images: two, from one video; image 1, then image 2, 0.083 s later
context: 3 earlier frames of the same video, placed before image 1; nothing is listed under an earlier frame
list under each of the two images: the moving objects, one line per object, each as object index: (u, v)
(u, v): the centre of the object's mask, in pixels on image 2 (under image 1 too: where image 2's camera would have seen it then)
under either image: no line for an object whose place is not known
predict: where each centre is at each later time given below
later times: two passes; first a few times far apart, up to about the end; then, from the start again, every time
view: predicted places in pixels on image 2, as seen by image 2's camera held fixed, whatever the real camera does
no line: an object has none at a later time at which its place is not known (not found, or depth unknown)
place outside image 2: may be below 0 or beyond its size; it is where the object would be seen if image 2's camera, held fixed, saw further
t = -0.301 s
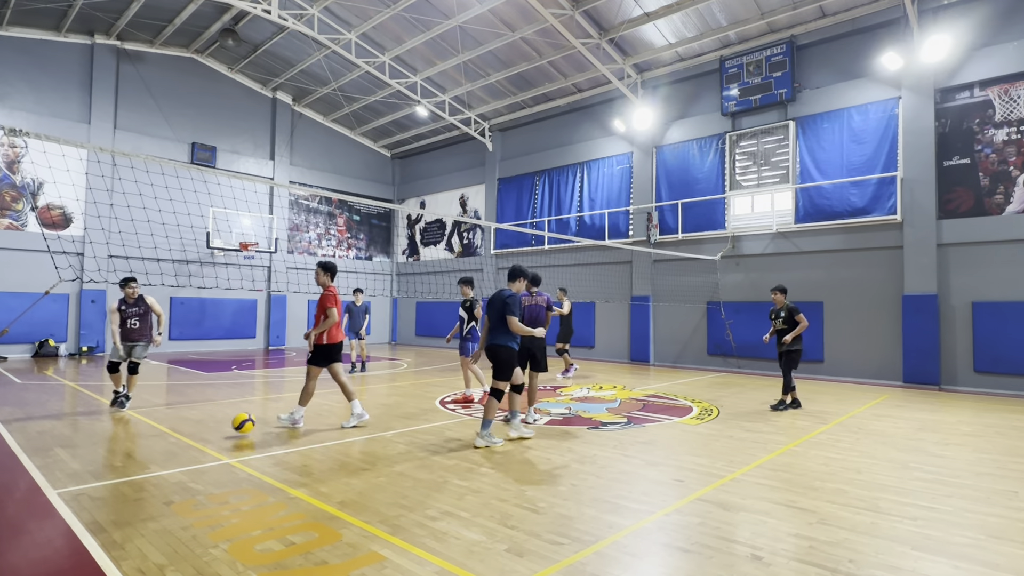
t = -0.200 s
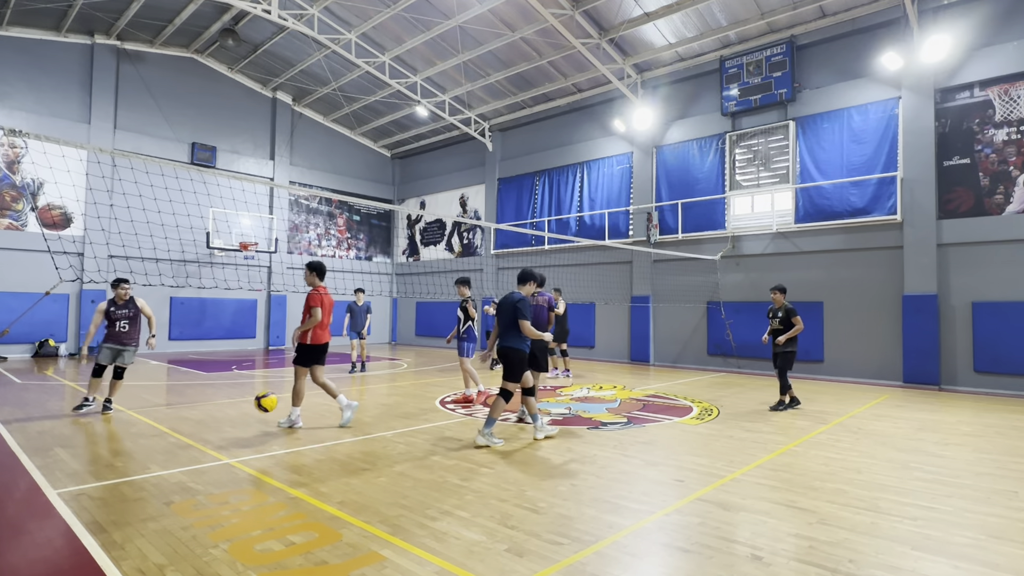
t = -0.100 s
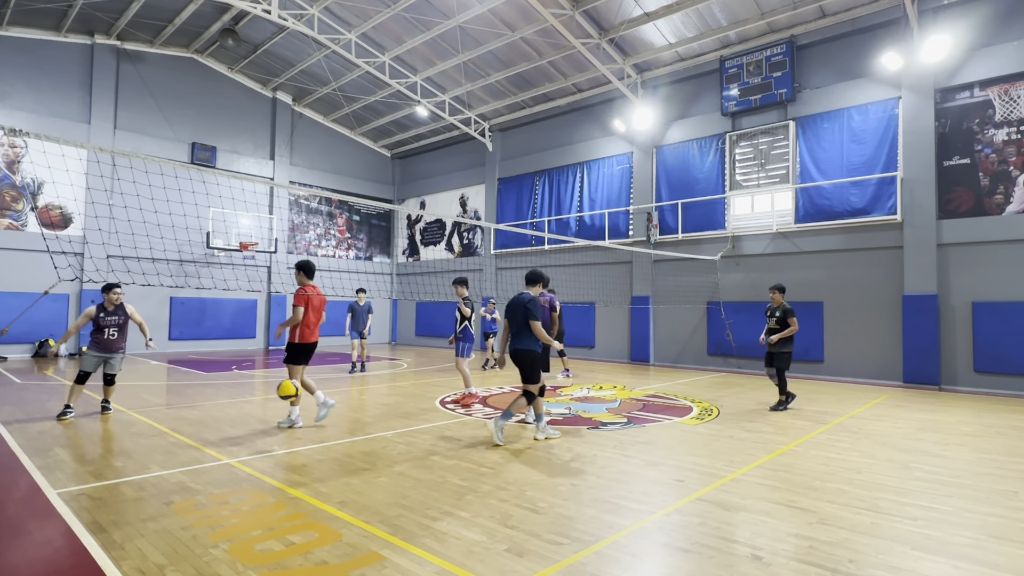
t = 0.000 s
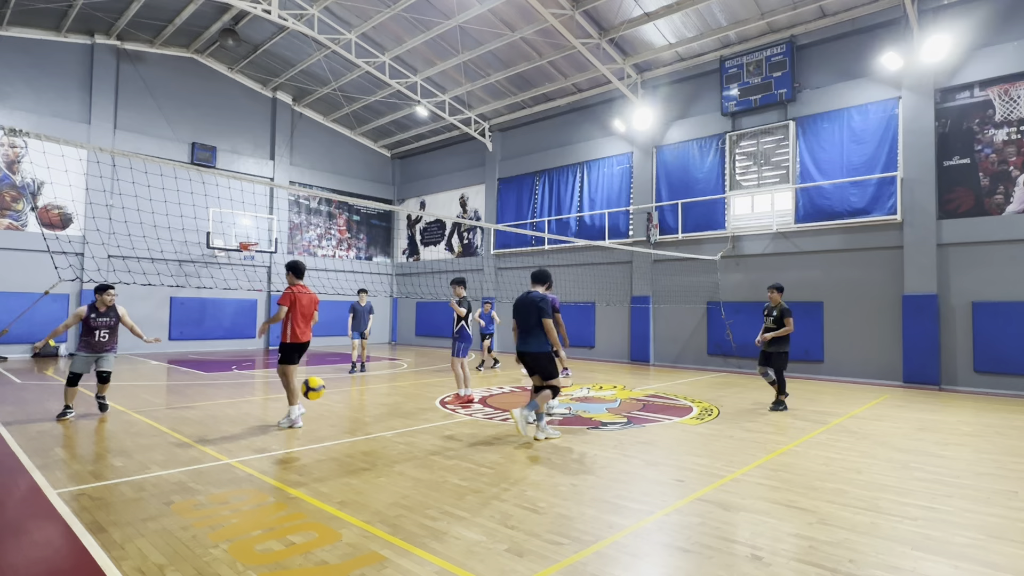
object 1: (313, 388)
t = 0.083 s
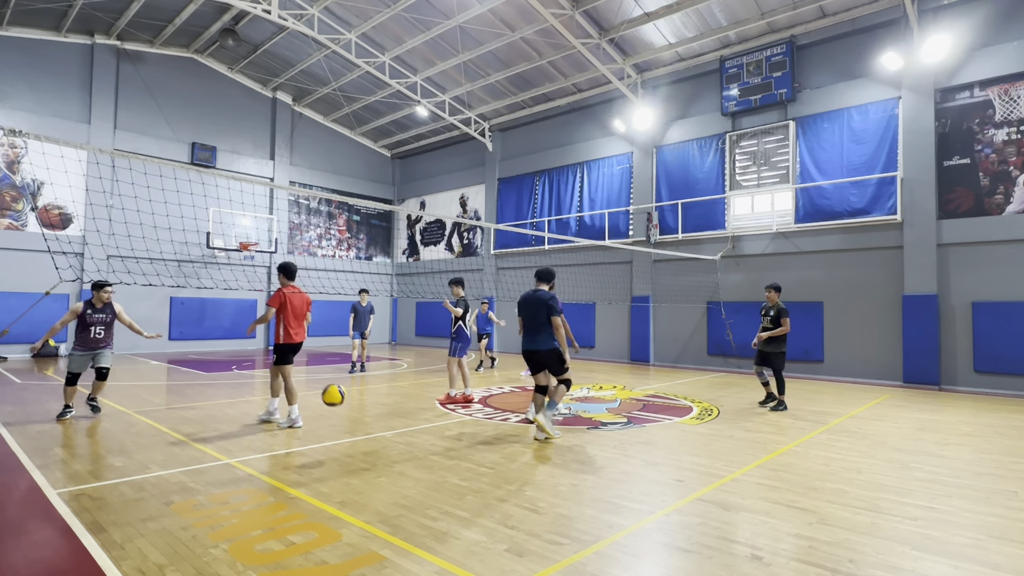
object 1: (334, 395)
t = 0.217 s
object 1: (370, 424)
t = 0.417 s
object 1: (431, 434)
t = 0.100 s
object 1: (338, 398)
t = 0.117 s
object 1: (342, 400)
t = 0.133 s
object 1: (347, 403)
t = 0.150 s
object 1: (352, 407)
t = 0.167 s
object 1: (356, 410)
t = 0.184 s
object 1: (360, 414)
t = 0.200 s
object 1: (365, 419)
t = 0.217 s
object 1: (370, 424)
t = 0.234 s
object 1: (374, 429)
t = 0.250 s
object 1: (378, 434)
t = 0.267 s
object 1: (383, 441)
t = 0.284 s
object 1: (388, 447)
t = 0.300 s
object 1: (393, 454)
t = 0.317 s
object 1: (398, 453)
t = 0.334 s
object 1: (404, 448)
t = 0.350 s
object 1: (409, 445)
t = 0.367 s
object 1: (415, 442)
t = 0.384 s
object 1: (421, 438)
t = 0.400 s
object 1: (426, 436)
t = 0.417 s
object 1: (431, 434)
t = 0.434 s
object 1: (436, 431)
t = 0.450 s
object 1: (442, 430)
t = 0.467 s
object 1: (448, 429)
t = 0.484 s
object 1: (453, 429)
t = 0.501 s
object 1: (460, 427)
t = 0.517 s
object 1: (466, 428)
